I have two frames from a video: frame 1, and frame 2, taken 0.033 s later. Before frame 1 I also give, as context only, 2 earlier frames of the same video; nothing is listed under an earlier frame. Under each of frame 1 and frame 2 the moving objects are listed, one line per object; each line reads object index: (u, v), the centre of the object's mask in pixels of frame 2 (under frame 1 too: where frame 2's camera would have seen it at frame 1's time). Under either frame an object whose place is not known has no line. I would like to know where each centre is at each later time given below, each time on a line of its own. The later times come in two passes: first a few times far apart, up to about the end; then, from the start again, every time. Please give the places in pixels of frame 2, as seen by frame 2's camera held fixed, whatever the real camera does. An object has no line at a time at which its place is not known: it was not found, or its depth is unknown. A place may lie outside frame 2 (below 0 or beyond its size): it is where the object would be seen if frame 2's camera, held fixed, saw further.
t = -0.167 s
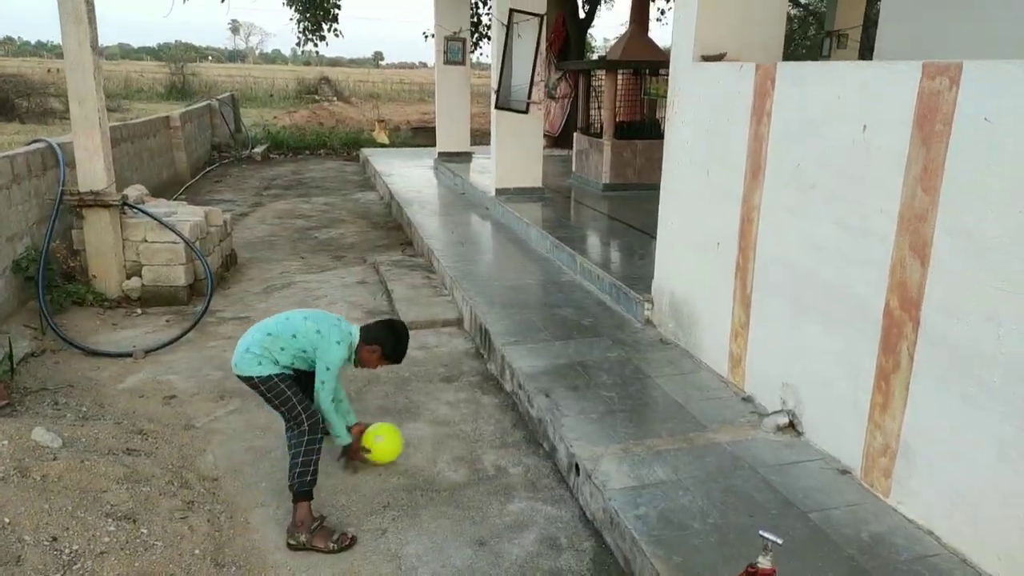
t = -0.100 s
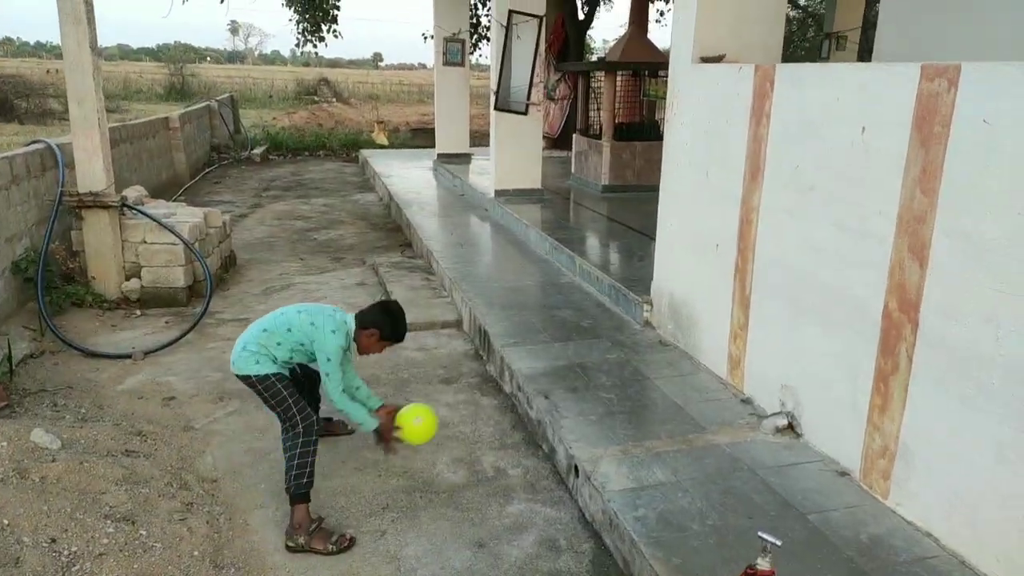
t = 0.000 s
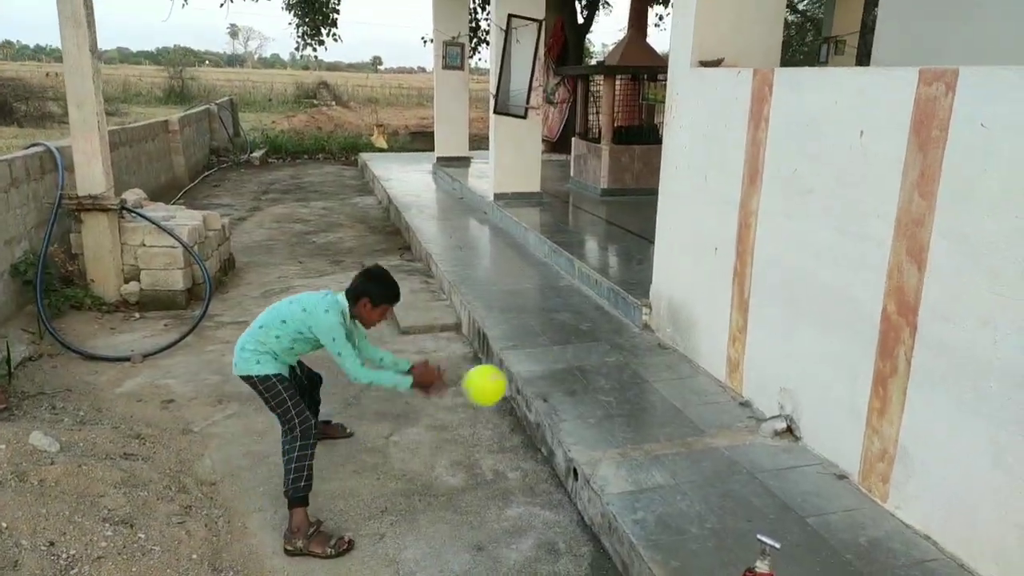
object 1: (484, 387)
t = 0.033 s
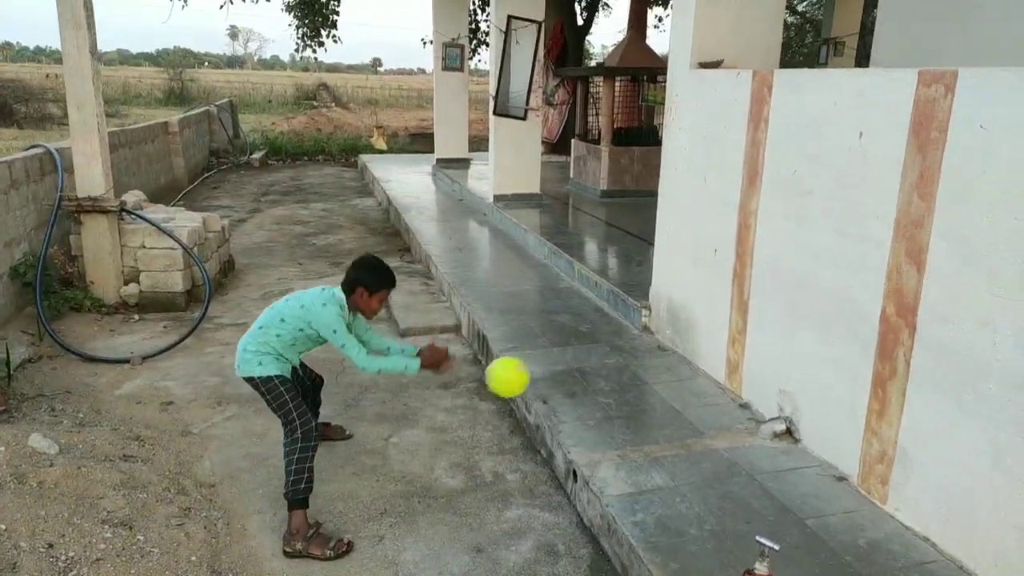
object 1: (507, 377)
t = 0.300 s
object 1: (682, 382)
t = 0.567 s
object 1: (732, 376)
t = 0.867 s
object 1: (693, 407)
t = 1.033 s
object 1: (687, 429)
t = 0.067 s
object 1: (531, 369)
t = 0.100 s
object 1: (553, 364)
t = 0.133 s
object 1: (575, 361)
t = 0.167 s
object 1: (598, 360)
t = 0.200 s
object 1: (620, 361)
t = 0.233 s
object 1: (641, 366)
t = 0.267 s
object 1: (662, 373)
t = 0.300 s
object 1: (682, 382)
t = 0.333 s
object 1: (701, 393)
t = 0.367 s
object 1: (719, 404)
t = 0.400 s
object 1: (733, 393)
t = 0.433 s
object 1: (747, 385)
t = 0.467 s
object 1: (752, 379)
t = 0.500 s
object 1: (746, 376)
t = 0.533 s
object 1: (739, 375)
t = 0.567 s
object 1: (732, 376)
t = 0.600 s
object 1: (726, 380)
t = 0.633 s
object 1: (718, 386)
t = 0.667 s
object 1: (711, 395)
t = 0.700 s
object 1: (703, 405)
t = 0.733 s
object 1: (697, 419)
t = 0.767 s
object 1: (695, 414)
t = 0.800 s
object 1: (695, 409)
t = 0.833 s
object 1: (694, 406)
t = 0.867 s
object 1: (693, 407)
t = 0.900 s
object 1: (692, 409)
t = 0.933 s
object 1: (691, 414)
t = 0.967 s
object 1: (689, 422)
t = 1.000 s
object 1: (687, 432)
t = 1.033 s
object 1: (687, 429)
